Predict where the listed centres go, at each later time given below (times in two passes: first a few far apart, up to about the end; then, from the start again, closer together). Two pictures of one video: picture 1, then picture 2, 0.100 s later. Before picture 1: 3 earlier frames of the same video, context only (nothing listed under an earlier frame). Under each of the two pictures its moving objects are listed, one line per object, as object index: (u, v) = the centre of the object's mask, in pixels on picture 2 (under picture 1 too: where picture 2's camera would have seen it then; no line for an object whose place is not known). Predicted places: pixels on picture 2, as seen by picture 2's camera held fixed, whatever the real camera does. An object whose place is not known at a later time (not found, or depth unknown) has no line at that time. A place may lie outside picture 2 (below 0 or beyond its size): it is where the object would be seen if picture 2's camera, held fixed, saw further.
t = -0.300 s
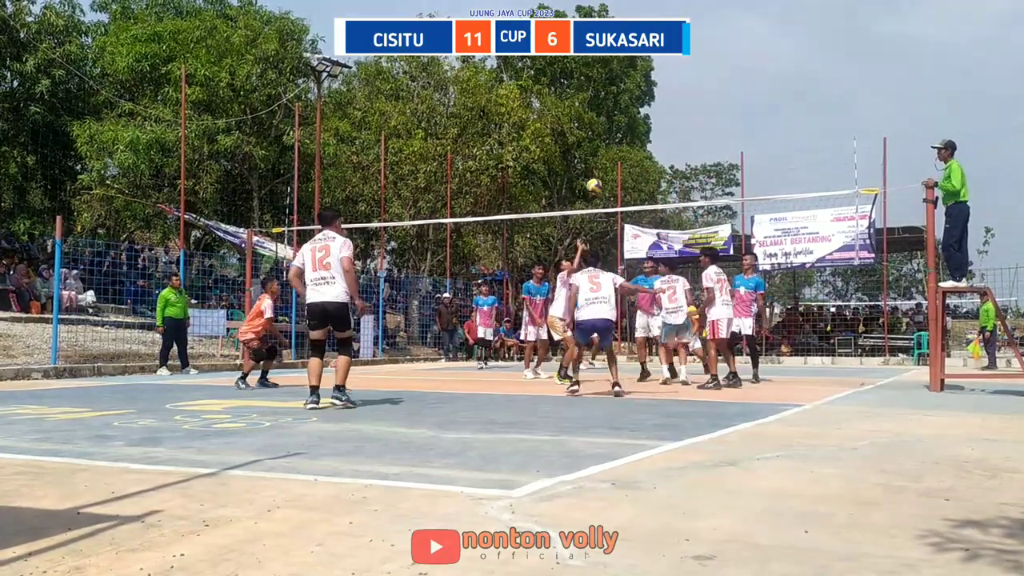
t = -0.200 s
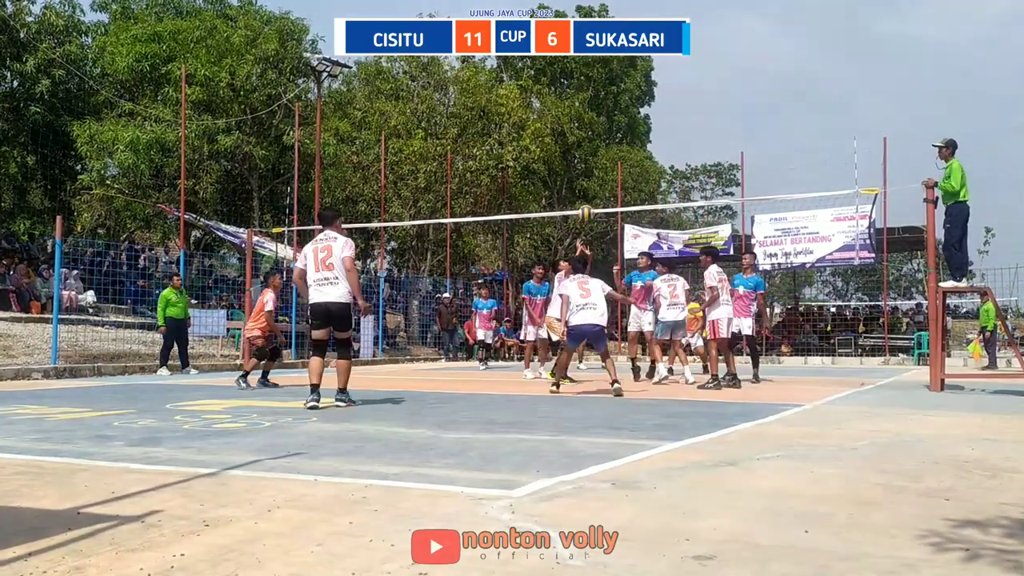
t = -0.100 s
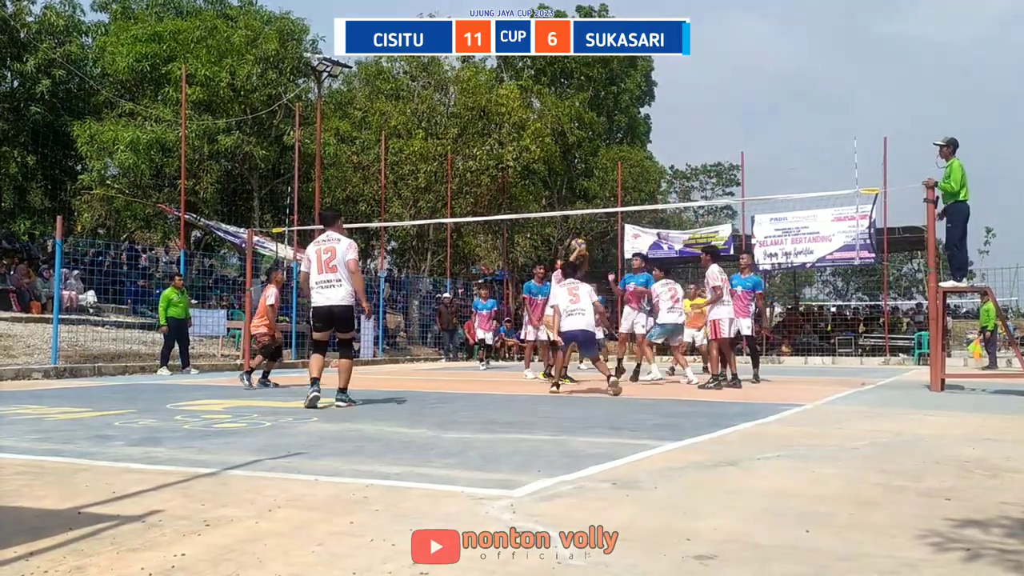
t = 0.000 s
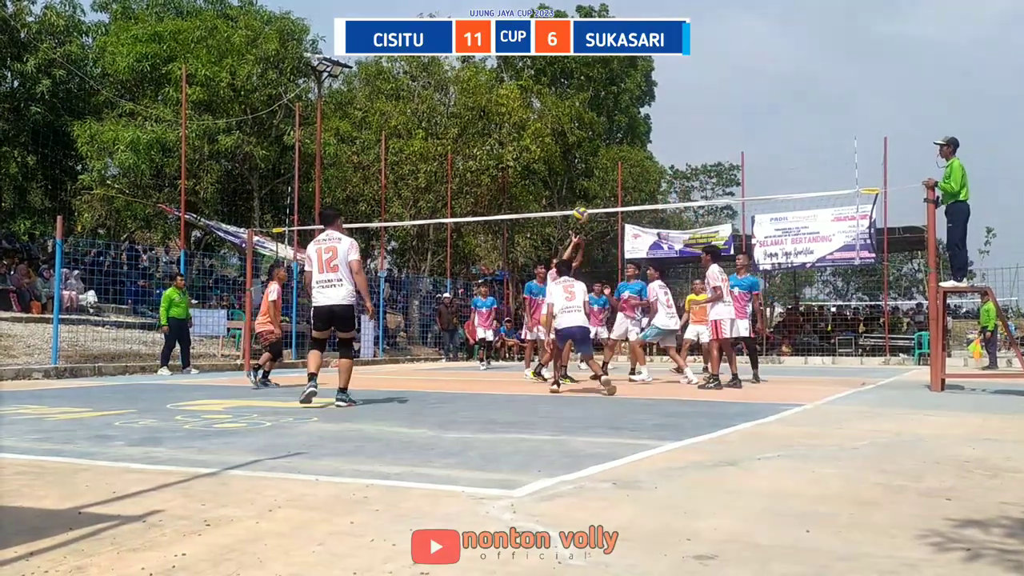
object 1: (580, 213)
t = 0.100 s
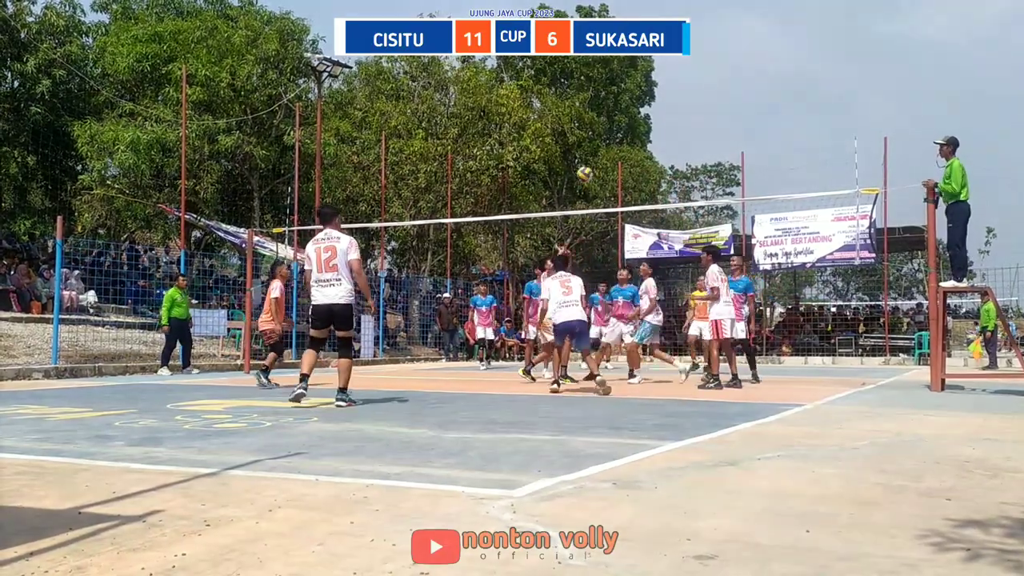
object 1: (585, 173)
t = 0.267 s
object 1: (593, 122)
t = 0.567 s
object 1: (607, 79)
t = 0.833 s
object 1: (622, 98)
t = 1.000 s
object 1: (631, 137)
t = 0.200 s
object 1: (590, 140)
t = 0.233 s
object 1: (591, 131)
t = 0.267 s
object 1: (593, 122)
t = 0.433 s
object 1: (601, 90)
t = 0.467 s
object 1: (602, 85)
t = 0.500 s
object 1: (604, 83)
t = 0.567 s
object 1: (607, 79)
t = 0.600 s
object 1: (609, 79)
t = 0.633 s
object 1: (611, 79)
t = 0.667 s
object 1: (613, 81)
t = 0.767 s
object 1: (618, 89)
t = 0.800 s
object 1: (620, 93)
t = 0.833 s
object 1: (622, 98)
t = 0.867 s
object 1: (624, 104)
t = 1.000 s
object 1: (631, 137)
